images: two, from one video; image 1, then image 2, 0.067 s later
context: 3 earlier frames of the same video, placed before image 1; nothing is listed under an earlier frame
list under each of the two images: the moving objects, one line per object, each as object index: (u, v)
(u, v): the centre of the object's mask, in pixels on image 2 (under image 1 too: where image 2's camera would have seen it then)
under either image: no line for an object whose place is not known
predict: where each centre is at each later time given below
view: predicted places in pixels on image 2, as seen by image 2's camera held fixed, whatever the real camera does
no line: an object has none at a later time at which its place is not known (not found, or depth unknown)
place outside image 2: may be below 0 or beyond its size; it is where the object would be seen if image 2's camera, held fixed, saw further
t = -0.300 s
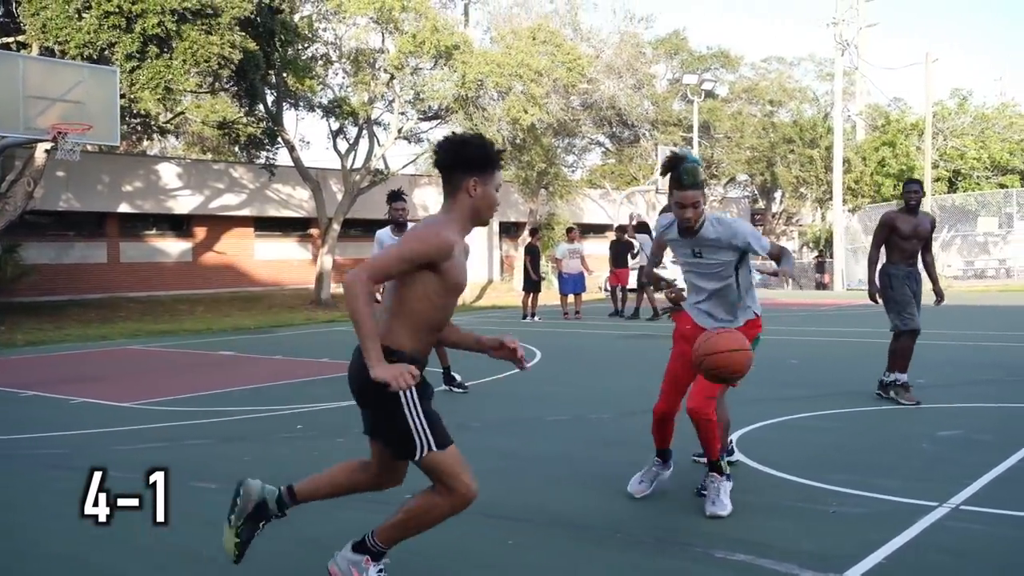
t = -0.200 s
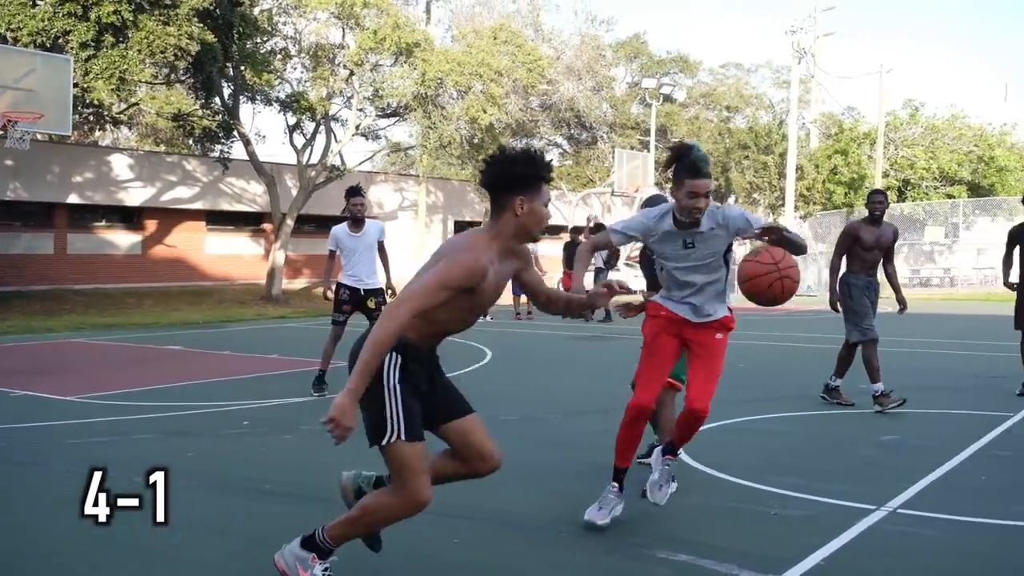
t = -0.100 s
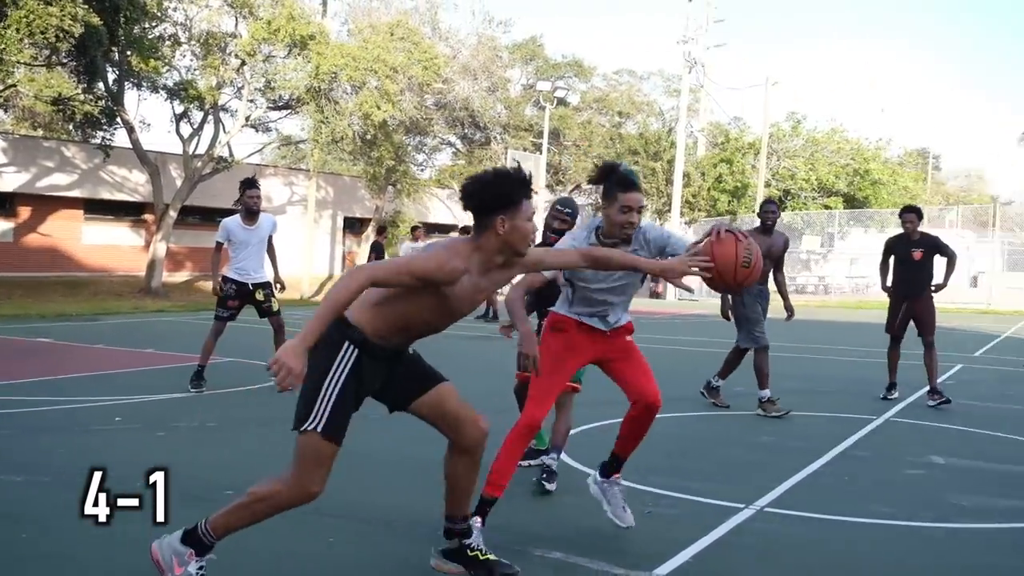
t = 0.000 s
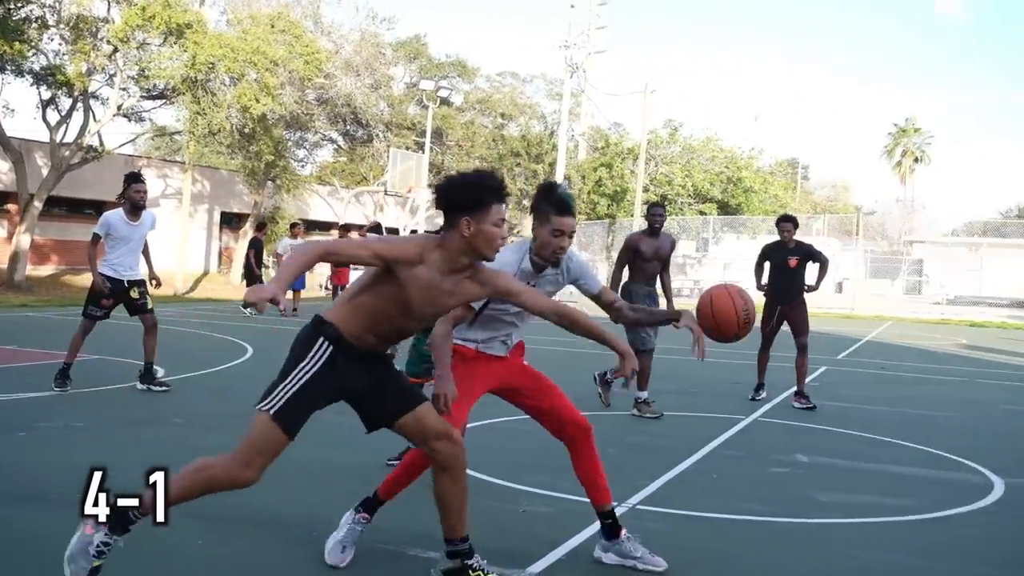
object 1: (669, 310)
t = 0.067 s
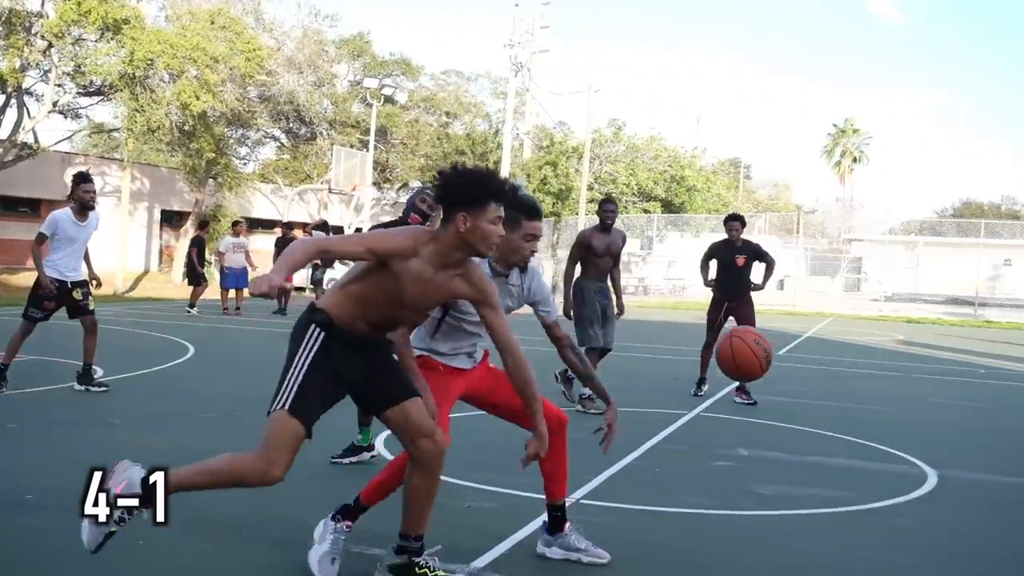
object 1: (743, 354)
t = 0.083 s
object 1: (762, 366)
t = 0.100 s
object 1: (779, 378)
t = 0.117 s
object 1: (796, 391)
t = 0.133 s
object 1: (813, 404)
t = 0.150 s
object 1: (829, 417)
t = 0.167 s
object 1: (845, 431)
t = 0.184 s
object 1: (862, 445)
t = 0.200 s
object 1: (877, 460)
